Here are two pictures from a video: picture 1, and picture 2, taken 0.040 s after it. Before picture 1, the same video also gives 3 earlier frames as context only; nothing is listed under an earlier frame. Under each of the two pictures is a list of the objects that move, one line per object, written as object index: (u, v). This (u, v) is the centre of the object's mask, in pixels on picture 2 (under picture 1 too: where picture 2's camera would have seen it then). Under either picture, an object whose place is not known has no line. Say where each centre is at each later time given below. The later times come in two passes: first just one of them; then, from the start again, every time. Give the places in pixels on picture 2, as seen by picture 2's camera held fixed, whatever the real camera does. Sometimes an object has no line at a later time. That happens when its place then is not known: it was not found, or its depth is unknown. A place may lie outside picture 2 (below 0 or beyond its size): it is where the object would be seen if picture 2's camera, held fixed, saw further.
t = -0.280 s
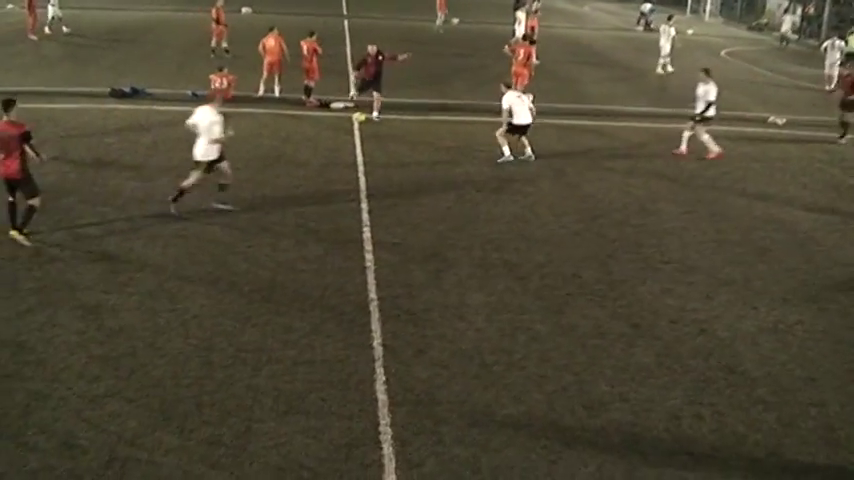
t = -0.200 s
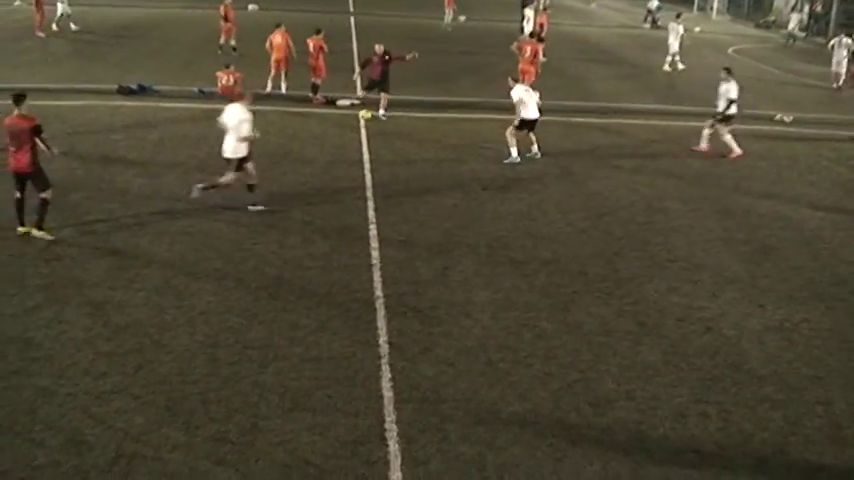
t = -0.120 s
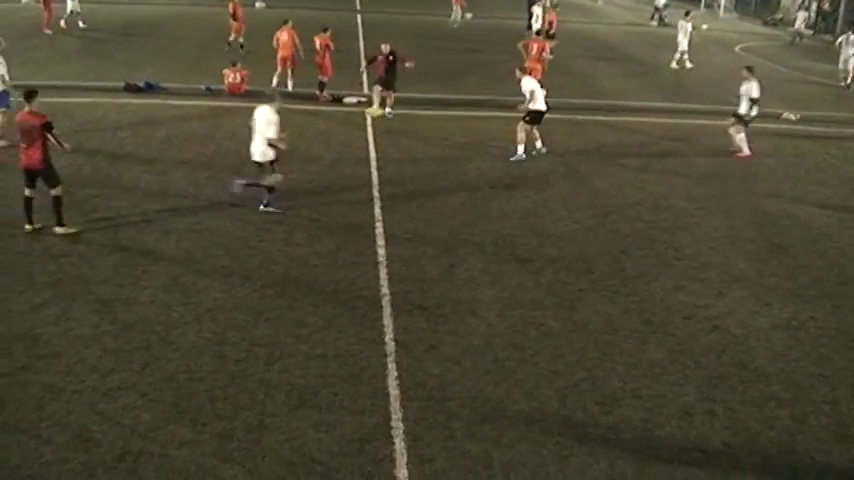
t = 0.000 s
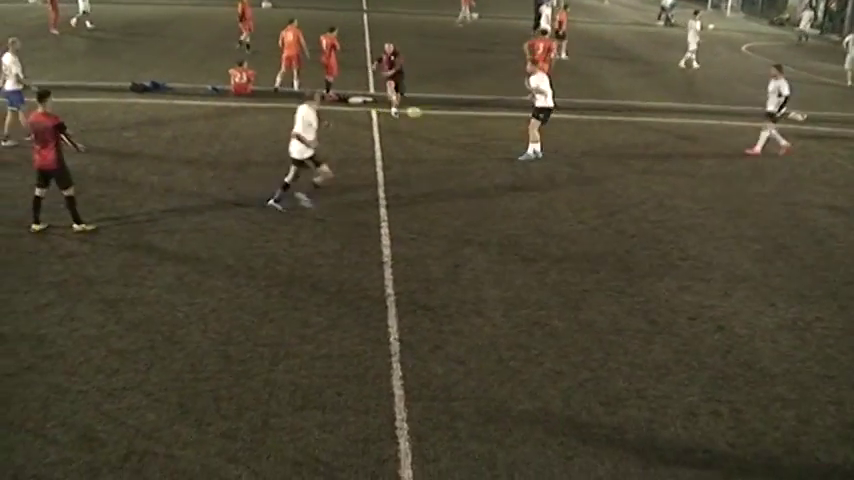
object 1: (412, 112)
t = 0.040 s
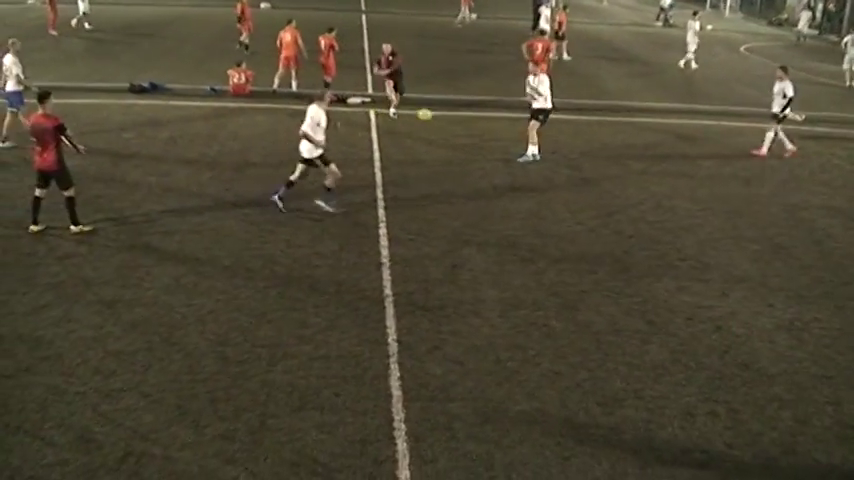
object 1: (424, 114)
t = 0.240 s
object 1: (502, 138)
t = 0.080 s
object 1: (438, 117)
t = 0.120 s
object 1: (452, 120)
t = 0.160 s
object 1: (468, 125)
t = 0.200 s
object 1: (484, 131)
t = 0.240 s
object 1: (502, 138)
